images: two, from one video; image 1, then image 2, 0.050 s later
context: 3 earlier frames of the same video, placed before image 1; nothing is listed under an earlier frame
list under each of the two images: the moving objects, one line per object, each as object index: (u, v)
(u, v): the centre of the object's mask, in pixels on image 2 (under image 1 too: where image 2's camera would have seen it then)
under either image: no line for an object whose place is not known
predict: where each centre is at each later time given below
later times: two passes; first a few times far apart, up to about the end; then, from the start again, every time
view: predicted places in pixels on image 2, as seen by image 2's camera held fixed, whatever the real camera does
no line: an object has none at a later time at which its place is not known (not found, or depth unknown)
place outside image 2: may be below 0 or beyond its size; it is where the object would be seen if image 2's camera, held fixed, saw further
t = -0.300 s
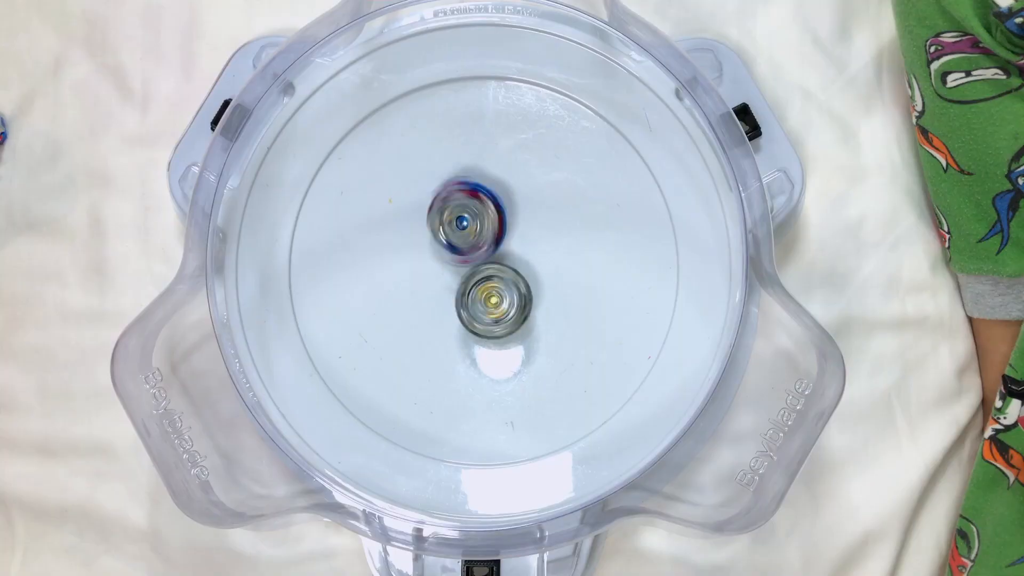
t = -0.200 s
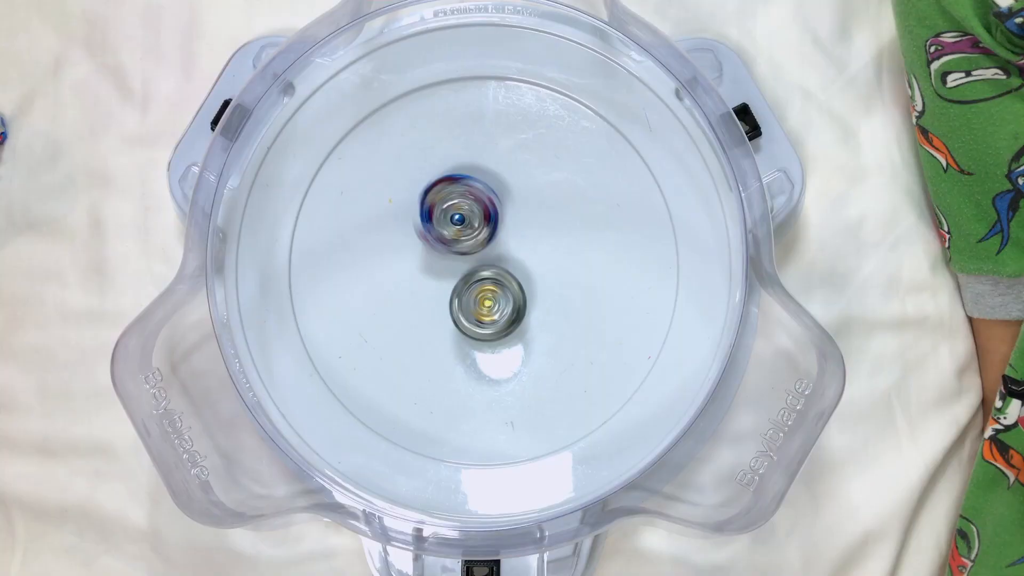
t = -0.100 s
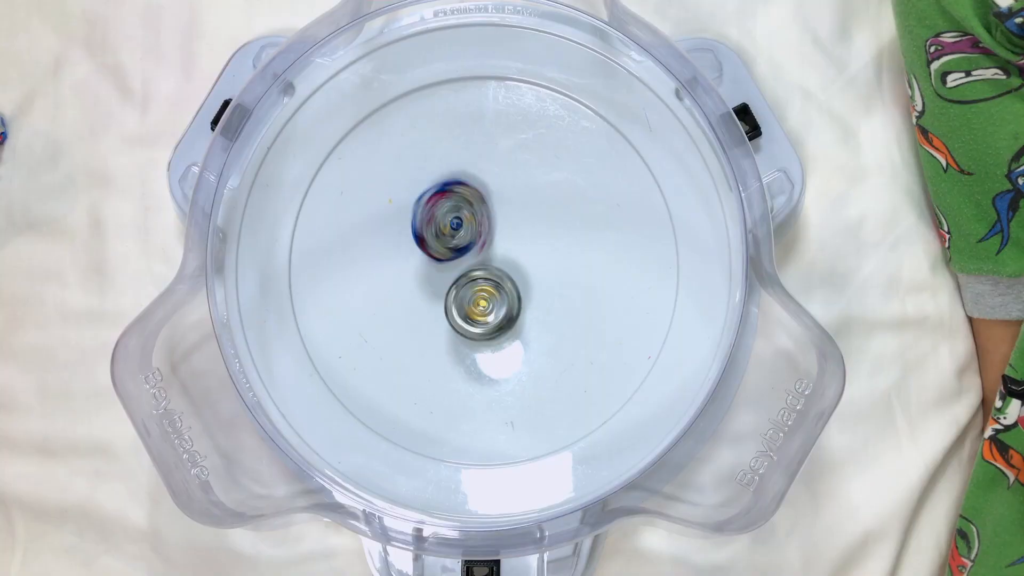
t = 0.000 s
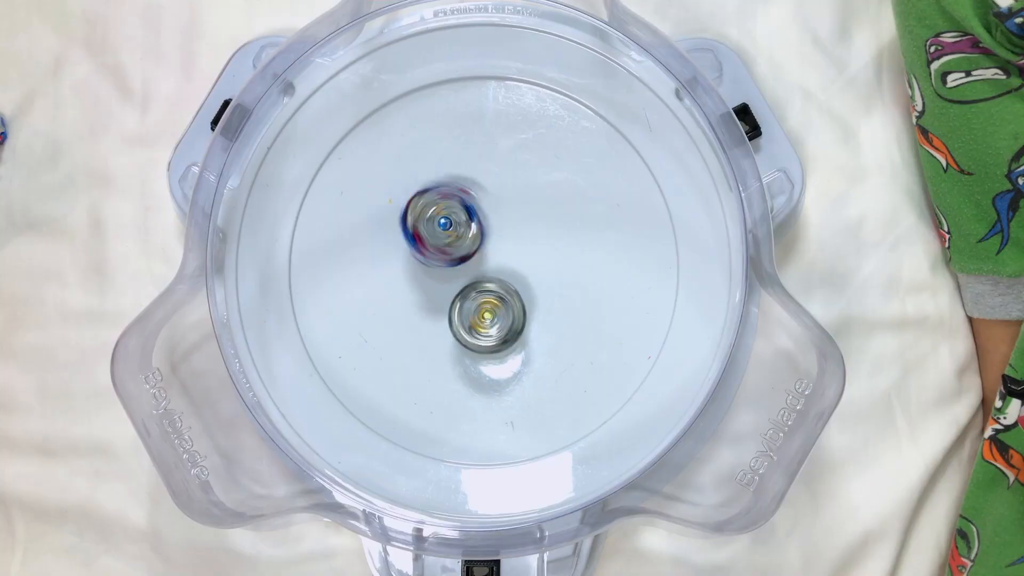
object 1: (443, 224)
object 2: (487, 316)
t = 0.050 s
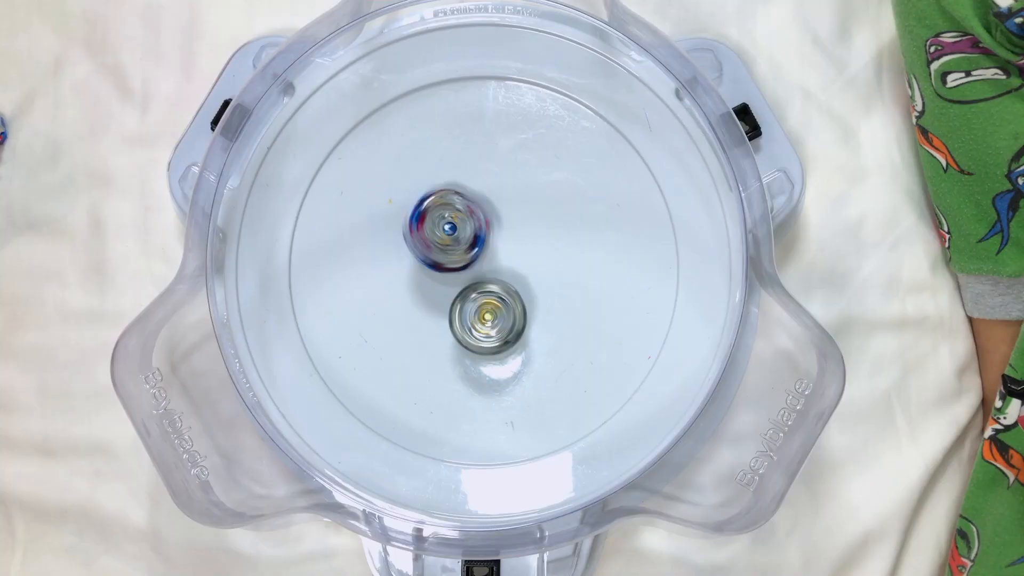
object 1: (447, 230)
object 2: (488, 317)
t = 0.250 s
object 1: (486, 223)
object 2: (481, 319)
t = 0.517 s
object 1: (469, 222)
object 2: (479, 310)
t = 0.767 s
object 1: (450, 237)
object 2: (499, 344)
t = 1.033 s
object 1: (468, 240)
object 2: (491, 325)
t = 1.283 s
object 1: (471, 210)
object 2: (484, 336)
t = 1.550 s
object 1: (468, 221)
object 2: (495, 314)
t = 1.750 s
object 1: (451, 239)
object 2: (507, 305)
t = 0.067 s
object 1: (450, 231)
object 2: (488, 317)
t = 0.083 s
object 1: (453, 232)
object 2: (487, 317)
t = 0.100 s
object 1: (458, 233)
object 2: (487, 315)
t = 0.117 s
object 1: (461, 235)
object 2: (487, 314)
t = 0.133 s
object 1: (464, 237)
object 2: (486, 314)
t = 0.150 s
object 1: (467, 234)
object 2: (486, 313)
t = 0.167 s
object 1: (470, 233)
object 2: (486, 316)
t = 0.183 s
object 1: (473, 230)
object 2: (485, 319)
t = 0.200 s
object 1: (477, 228)
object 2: (483, 319)
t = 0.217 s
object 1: (479, 224)
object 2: (483, 319)
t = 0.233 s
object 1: (482, 223)
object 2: (483, 320)
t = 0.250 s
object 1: (486, 223)
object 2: (481, 319)
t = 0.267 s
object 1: (488, 222)
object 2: (481, 318)
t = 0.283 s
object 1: (489, 219)
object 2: (481, 317)
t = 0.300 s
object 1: (488, 219)
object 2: (479, 316)
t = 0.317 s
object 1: (489, 219)
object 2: (480, 314)
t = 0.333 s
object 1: (489, 219)
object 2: (480, 313)
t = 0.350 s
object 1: (488, 219)
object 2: (479, 311)
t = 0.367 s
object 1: (487, 221)
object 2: (479, 308)
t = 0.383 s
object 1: (487, 223)
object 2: (479, 306)
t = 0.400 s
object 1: (487, 224)
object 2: (479, 305)
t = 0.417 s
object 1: (485, 226)
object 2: (478, 302)
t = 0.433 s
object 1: (484, 226)
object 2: (479, 301)
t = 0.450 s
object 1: (481, 226)
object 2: (478, 301)
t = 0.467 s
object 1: (478, 225)
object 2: (478, 304)
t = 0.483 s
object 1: (476, 224)
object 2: (478, 306)
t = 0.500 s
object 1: (473, 222)
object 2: (480, 308)
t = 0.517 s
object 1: (469, 222)
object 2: (479, 310)
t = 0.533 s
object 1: (466, 224)
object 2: (480, 310)
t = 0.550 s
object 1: (463, 225)
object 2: (481, 311)
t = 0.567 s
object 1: (461, 227)
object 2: (480, 312)
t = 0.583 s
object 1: (459, 230)
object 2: (481, 311)
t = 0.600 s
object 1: (458, 234)
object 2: (481, 311)
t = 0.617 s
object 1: (456, 238)
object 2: (482, 312)
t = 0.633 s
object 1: (453, 240)
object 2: (483, 313)
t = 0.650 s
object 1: (452, 242)
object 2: (484, 314)
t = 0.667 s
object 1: (450, 243)
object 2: (487, 317)
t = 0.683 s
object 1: (450, 240)
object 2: (488, 325)
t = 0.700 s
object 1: (449, 238)
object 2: (491, 328)
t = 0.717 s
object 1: (449, 238)
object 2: (494, 334)
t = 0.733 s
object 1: (450, 237)
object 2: (497, 339)
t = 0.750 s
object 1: (450, 236)
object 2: (496, 342)
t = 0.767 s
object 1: (450, 237)
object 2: (499, 344)
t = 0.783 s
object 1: (451, 237)
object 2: (500, 345)
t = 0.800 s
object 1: (453, 238)
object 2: (502, 347)
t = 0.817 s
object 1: (454, 239)
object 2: (501, 347)
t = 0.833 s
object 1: (455, 240)
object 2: (501, 347)
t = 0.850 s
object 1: (458, 240)
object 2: (502, 345)
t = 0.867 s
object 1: (459, 240)
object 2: (501, 346)
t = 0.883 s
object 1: (461, 240)
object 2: (501, 344)
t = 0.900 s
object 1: (462, 239)
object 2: (500, 343)
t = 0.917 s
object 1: (463, 238)
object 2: (501, 341)
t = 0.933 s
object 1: (463, 238)
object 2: (498, 341)
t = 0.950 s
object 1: (463, 238)
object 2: (498, 337)
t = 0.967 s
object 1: (464, 238)
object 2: (496, 336)
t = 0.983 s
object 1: (466, 239)
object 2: (496, 333)
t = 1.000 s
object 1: (467, 239)
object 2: (493, 331)
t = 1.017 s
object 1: (468, 240)
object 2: (493, 328)
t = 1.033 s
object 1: (468, 240)
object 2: (491, 325)
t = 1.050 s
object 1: (469, 241)
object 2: (491, 323)
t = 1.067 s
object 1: (470, 241)
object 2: (488, 320)
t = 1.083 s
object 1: (471, 243)
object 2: (489, 316)
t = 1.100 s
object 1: (472, 241)
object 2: (487, 315)
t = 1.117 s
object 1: (471, 234)
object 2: (486, 322)
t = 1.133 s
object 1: (471, 227)
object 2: (485, 327)
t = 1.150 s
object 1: (471, 222)
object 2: (486, 329)
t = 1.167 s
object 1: (471, 218)
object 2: (487, 334)
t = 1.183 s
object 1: (470, 215)
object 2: (486, 338)
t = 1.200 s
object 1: (470, 213)
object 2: (486, 340)
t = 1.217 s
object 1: (470, 211)
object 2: (485, 340)
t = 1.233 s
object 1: (471, 211)
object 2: (484, 340)
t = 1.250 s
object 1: (471, 211)
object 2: (484, 338)
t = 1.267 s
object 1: (471, 210)
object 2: (485, 337)
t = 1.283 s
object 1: (471, 210)
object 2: (484, 336)
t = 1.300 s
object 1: (471, 210)
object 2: (485, 333)
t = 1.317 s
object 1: (471, 210)
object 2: (485, 332)
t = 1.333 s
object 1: (471, 210)
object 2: (486, 330)
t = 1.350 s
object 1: (471, 210)
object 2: (486, 329)
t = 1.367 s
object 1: (471, 210)
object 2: (486, 328)
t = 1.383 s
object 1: (471, 211)
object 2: (487, 326)
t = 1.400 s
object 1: (471, 212)
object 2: (487, 325)
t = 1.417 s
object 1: (471, 213)
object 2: (488, 323)
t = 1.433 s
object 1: (471, 213)
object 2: (489, 323)
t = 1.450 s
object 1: (471, 214)
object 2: (489, 321)
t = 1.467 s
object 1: (470, 215)
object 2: (490, 320)
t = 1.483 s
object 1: (470, 216)
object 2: (490, 319)
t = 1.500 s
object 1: (470, 217)
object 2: (492, 317)
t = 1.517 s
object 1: (469, 218)
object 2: (492, 317)
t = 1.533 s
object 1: (469, 220)
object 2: (493, 315)
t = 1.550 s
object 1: (468, 221)
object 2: (495, 314)
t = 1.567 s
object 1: (468, 223)
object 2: (495, 313)
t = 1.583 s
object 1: (467, 225)
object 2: (497, 312)
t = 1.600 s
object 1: (466, 227)
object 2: (497, 311)
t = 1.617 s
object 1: (465, 229)
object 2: (498, 309)
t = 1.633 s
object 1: (463, 231)
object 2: (500, 309)
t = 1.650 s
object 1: (462, 232)
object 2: (500, 308)
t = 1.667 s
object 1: (460, 234)
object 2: (502, 307)
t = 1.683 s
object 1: (458, 236)
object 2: (502, 307)
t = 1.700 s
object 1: (456, 237)
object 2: (504, 305)
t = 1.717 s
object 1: (454, 238)
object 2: (505, 306)
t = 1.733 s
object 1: (453, 239)
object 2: (506, 305)
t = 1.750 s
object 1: (451, 239)
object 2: (507, 305)
